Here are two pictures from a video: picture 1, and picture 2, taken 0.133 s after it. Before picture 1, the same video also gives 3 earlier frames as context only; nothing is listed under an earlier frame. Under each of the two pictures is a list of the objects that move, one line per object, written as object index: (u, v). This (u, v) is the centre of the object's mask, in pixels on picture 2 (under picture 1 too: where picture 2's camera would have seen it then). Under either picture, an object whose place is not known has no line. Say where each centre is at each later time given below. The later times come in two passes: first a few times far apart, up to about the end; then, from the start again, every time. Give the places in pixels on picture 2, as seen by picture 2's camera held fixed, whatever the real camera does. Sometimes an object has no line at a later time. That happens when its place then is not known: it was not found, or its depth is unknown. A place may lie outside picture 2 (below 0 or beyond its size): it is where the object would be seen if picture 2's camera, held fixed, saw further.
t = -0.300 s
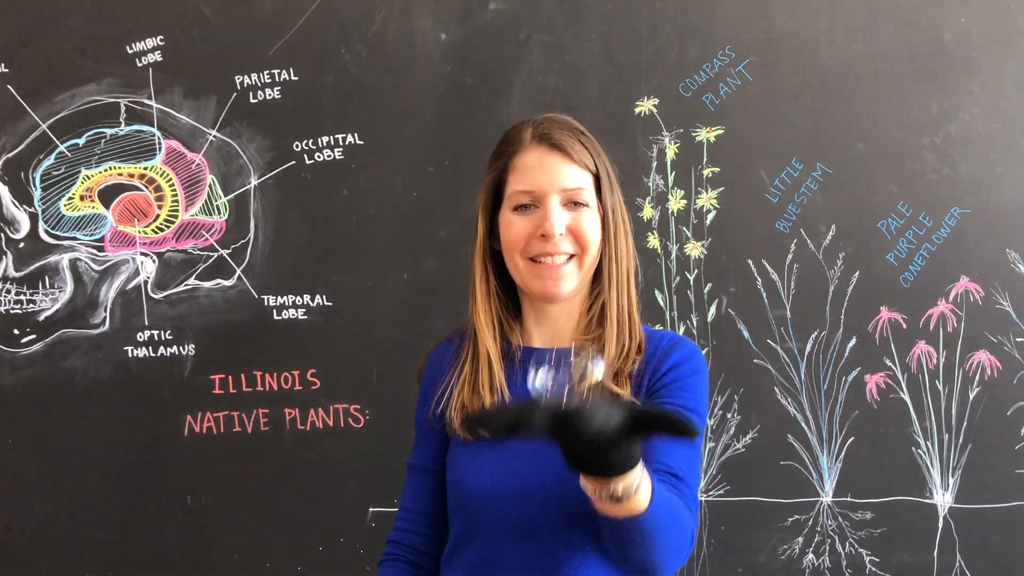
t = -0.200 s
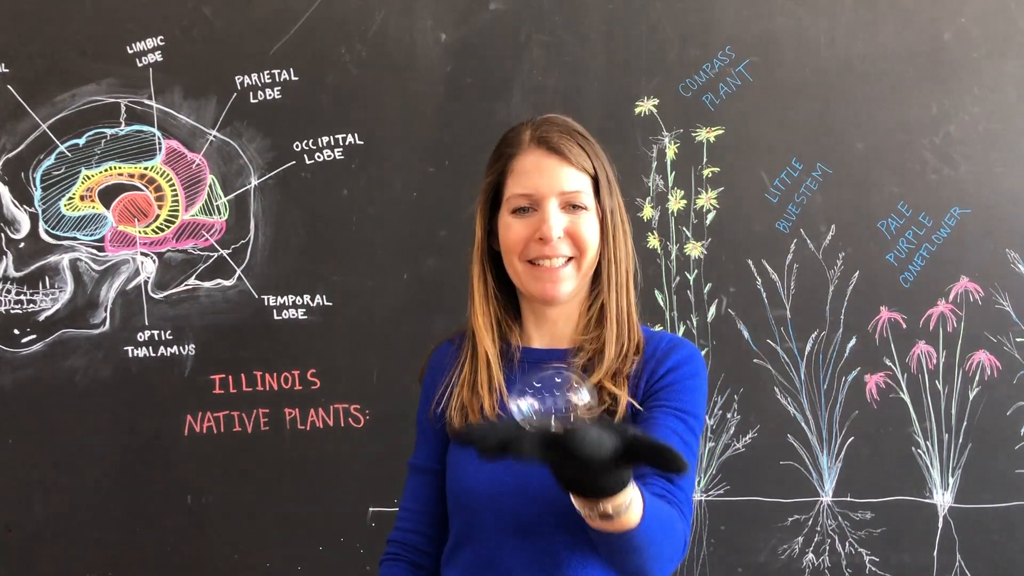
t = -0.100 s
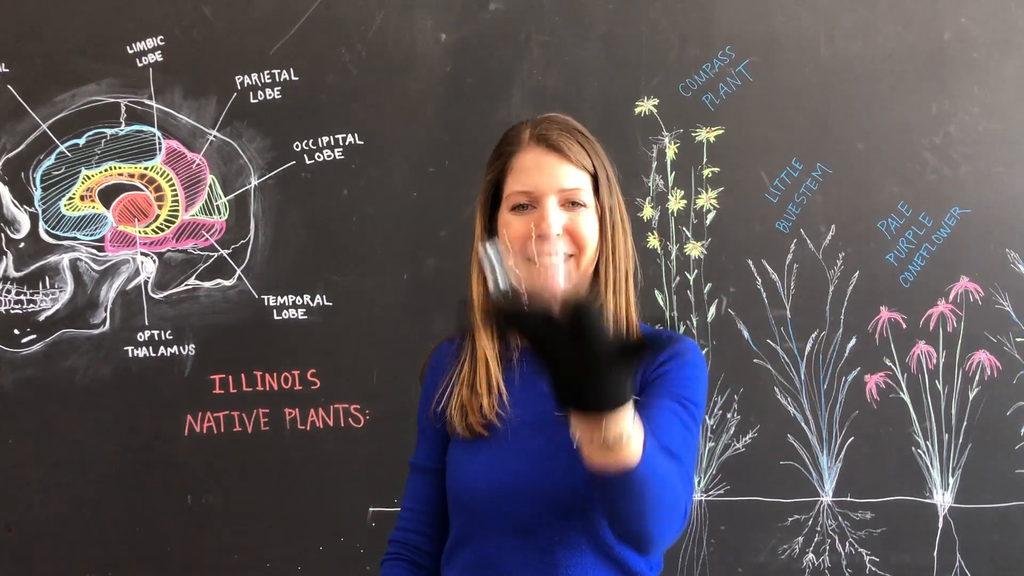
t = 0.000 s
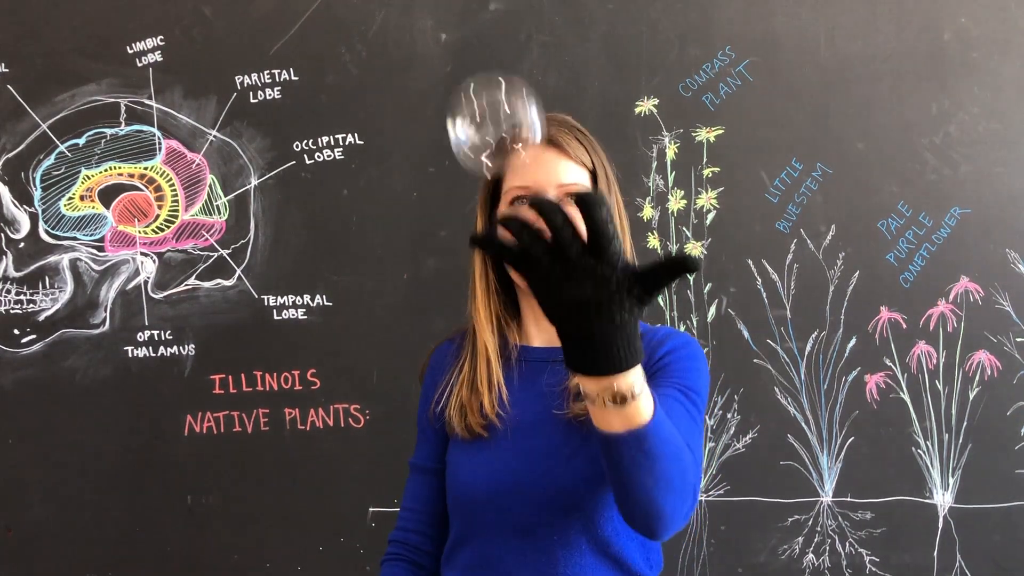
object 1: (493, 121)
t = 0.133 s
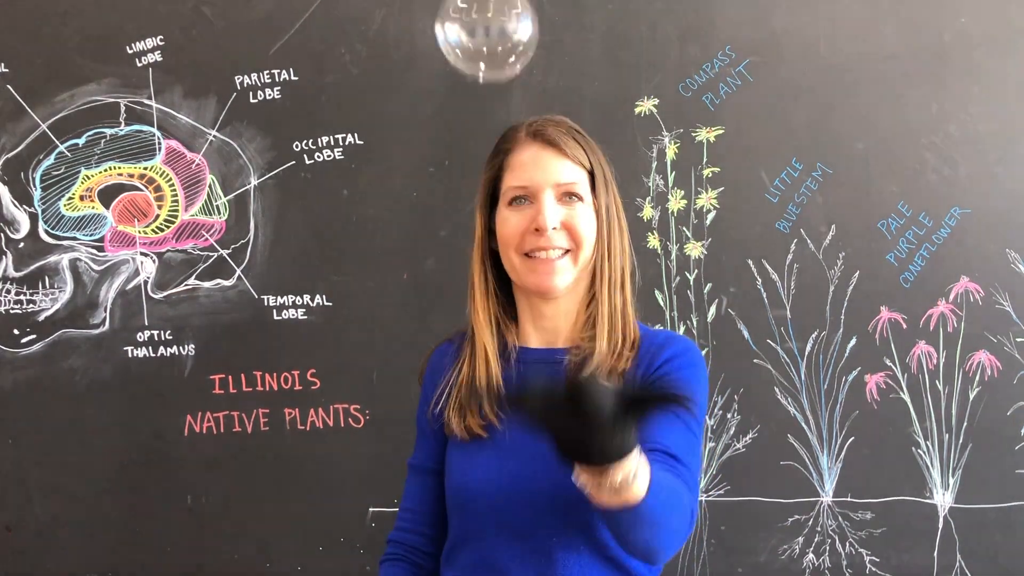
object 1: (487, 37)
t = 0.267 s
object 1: (487, 23)
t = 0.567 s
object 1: (451, 102)
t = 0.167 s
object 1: (486, 32)
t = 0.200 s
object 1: (488, 26)
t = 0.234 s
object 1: (486, 25)
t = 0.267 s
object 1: (487, 23)
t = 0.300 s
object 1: (484, 25)
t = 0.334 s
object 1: (483, 26)
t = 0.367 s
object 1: (480, 30)
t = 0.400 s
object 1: (478, 34)
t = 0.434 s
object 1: (473, 42)
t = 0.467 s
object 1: (470, 50)
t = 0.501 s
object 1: (464, 64)
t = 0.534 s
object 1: (459, 82)
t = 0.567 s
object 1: (451, 102)
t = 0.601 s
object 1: (445, 126)
